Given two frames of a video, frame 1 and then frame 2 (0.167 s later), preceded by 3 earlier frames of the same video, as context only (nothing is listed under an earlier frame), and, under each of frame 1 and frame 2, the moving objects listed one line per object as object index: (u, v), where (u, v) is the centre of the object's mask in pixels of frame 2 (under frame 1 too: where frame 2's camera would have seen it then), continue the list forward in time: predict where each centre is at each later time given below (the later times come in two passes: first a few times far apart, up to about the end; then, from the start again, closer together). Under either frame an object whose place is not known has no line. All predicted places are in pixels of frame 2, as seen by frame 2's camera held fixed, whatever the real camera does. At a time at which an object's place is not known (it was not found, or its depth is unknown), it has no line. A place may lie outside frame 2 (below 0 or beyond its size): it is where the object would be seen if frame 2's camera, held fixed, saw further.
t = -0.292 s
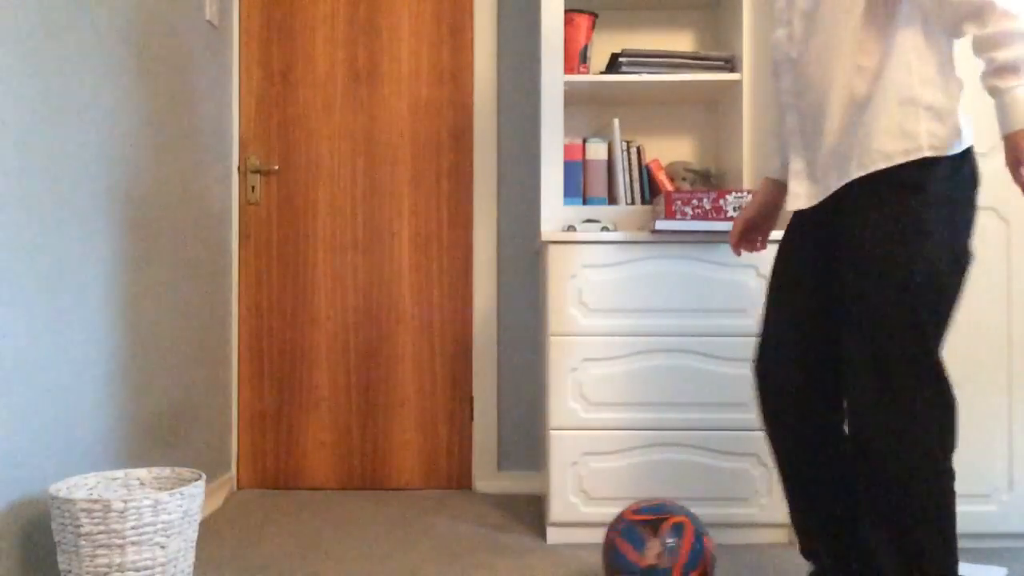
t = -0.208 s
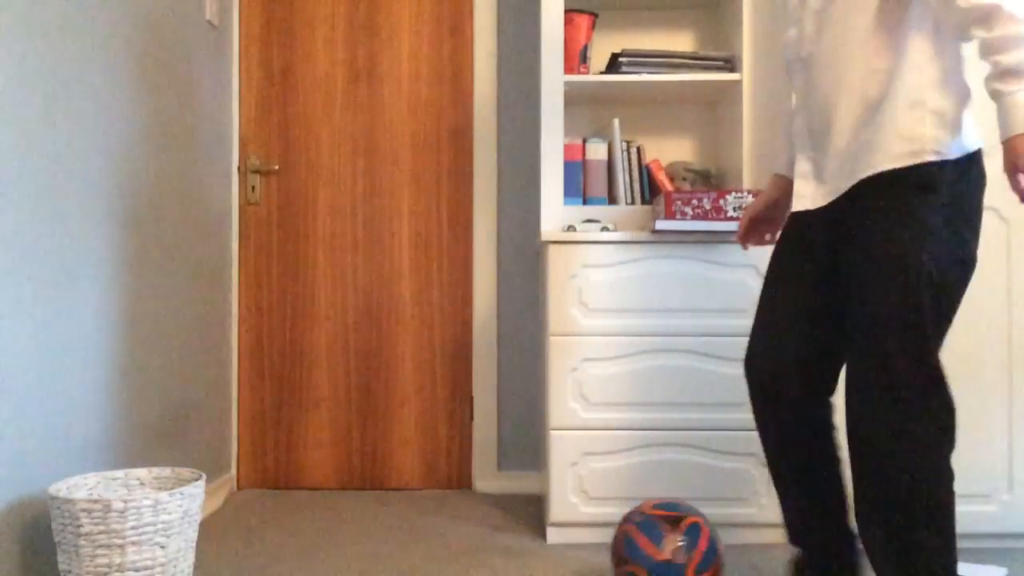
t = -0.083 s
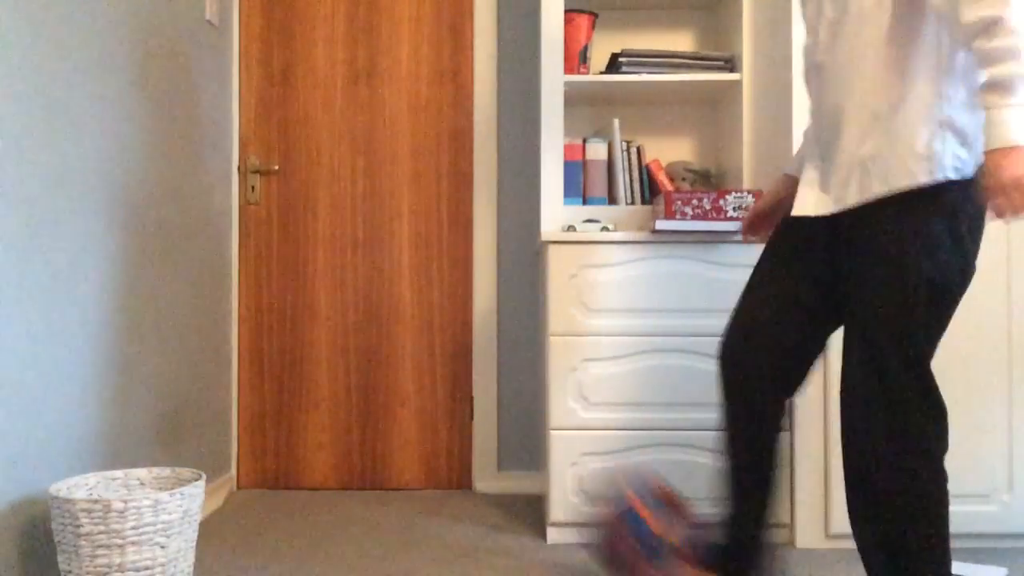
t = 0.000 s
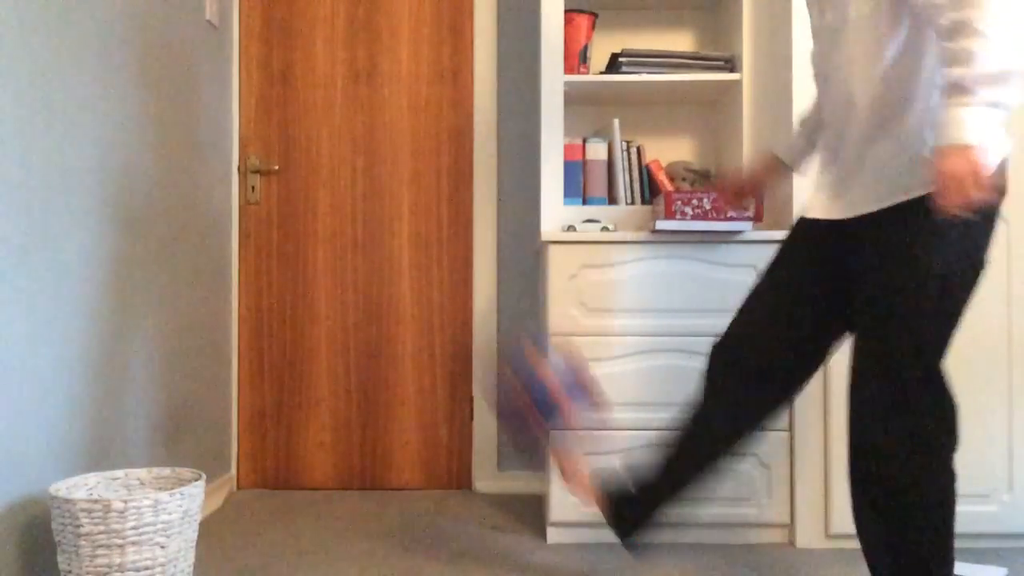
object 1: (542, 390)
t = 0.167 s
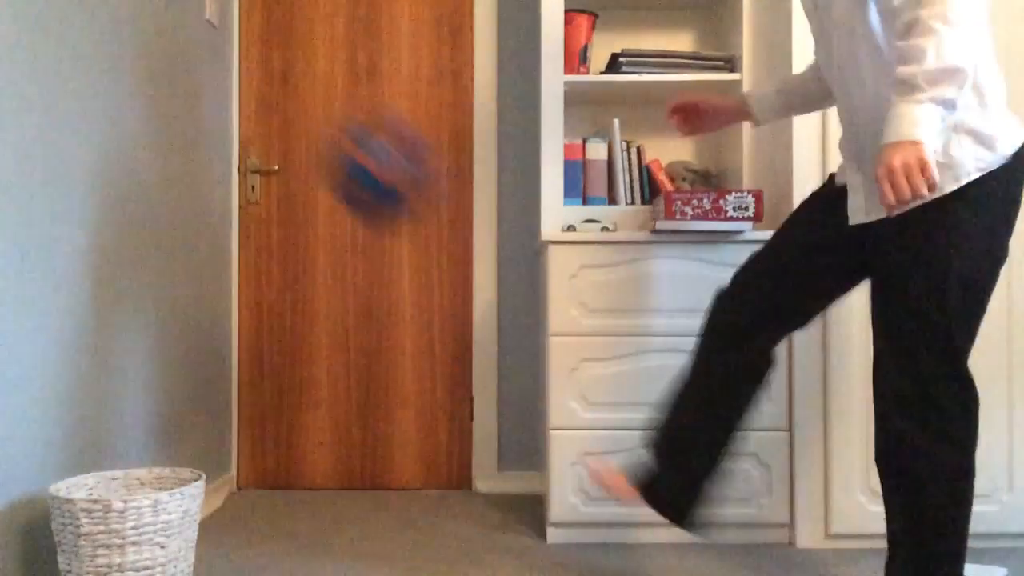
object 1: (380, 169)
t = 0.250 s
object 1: (301, 101)
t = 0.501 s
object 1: (157, 80)
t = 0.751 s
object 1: (364, 341)
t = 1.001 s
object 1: (517, 398)
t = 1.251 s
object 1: (621, 342)
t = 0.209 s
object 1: (339, 130)
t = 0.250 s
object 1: (301, 101)
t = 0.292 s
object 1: (256, 77)
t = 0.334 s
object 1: (218, 65)
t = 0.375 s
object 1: (181, 58)
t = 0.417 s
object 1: (142, 59)
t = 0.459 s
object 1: (117, 69)
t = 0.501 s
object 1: (157, 80)
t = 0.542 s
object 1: (185, 98)
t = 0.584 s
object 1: (220, 127)
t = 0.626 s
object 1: (258, 167)
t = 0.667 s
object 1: (293, 213)
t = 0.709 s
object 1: (329, 270)
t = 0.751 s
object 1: (364, 341)
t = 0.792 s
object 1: (405, 416)
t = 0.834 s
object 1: (438, 508)
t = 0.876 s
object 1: (464, 531)
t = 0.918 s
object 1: (485, 479)
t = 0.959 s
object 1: (499, 437)
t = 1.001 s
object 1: (517, 398)
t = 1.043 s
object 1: (533, 370)
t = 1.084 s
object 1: (549, 349)
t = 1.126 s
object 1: (567, 335)
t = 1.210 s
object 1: (604, 332)
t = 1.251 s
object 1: (621, 342)
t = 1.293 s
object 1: (638, 359)
